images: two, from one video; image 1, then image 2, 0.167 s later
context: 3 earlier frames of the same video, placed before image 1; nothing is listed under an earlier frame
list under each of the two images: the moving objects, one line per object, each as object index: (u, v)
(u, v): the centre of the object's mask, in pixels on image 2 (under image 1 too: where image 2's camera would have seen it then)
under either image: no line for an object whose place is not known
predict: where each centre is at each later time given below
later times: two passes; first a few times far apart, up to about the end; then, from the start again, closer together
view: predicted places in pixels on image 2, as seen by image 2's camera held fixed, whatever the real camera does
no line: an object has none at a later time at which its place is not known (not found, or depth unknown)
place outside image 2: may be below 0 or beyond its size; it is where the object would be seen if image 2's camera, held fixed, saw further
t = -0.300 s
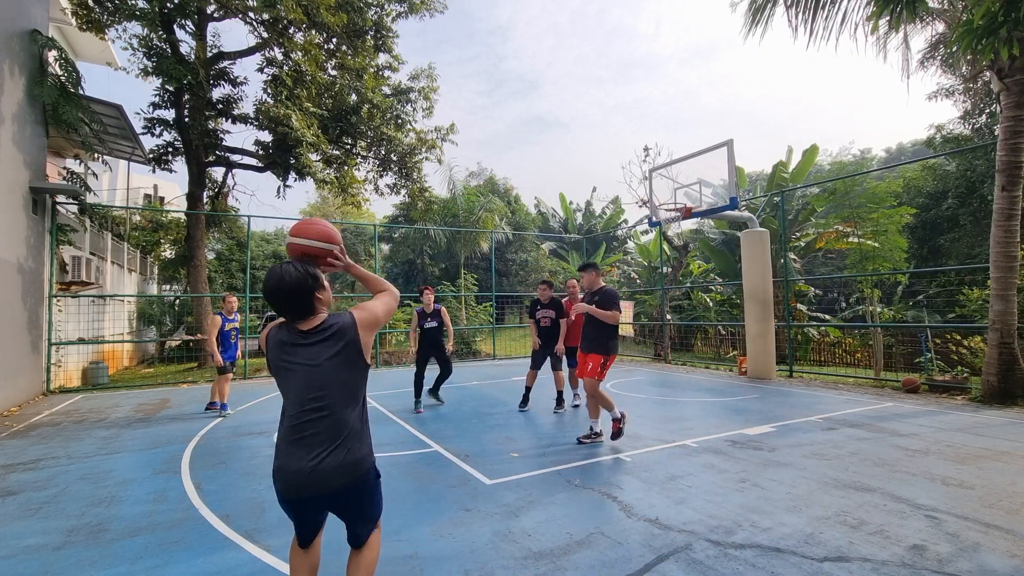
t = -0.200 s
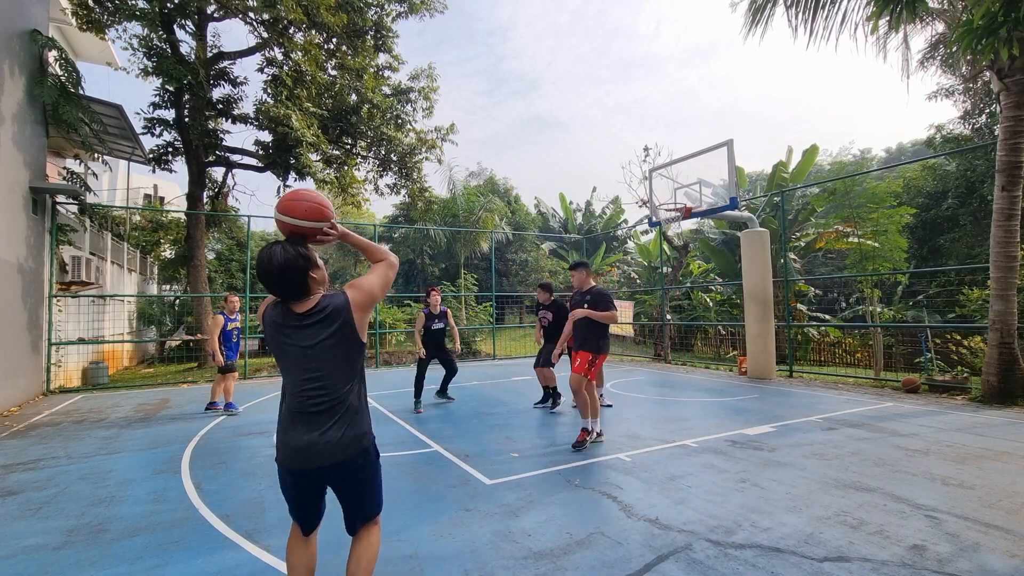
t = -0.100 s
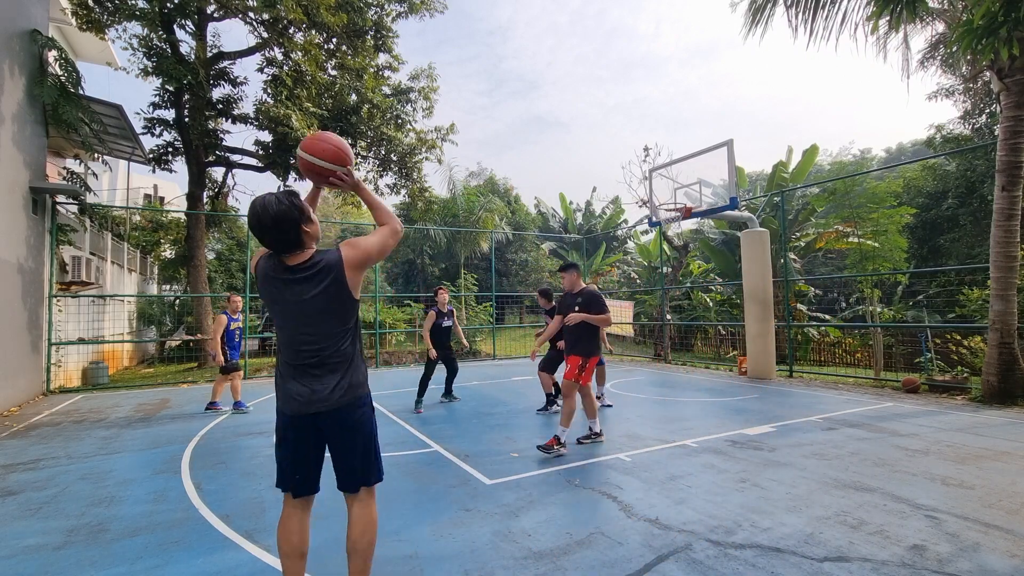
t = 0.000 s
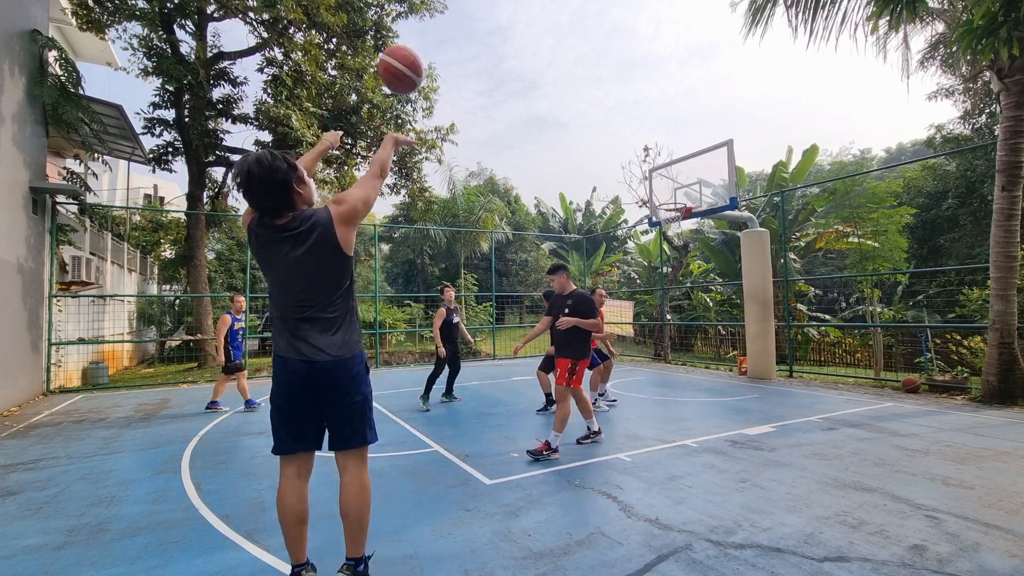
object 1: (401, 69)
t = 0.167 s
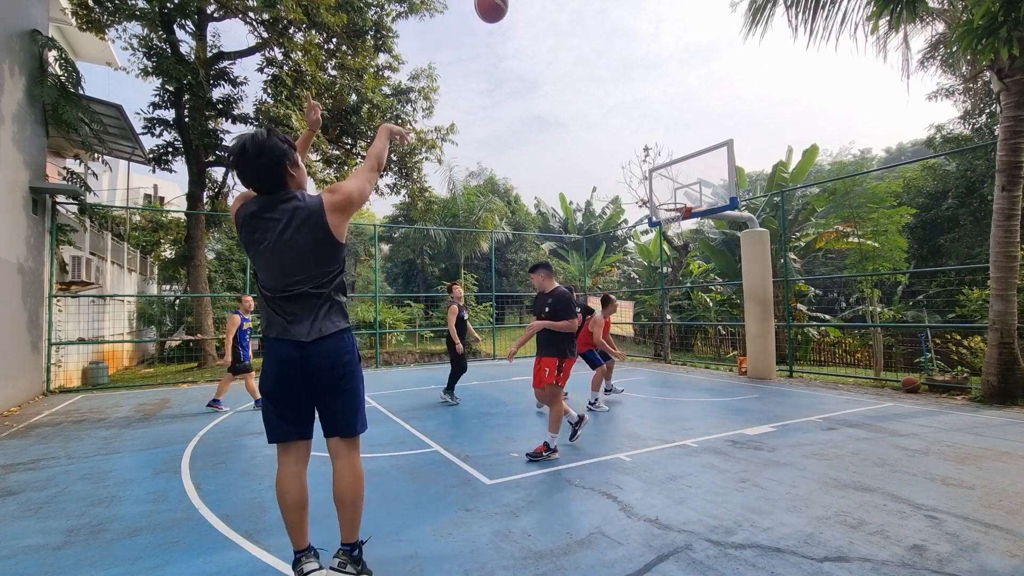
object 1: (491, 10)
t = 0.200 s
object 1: (504, 7)
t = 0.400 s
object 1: (563, 6)
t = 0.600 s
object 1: (603, 33)
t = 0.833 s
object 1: (636, 96)
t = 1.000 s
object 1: (653, 151)
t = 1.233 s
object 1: (672, 231)
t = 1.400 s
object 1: (681, 283)
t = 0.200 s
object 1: (504, 7)
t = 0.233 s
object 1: (516, 6)
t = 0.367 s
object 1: (555, 5)
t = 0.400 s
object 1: (563, 6)
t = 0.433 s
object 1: (571, 8)
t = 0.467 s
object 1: (578, 10)
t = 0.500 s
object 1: (585, 14)
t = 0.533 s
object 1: (592, 20)
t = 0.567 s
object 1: (598, 26)
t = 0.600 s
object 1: (603, 33)
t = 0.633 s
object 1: (609, 41)
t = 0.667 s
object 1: (614, 49)
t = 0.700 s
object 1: (619, 58)
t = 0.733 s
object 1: (623, 67)
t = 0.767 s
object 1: (628, 76)
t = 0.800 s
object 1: (632, 86)
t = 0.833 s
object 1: (636, 96)
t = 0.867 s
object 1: (640, 107)
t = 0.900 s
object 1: (643, 117)
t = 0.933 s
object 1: (647, 128)
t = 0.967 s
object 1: (650, 140)
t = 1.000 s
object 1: (653, 151)
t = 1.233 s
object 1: (672, 231)
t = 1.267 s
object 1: (673, 241)
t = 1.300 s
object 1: (675, 251)
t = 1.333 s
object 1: (677, 262)
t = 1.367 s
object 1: (679, 271)
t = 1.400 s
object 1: (681, 283)
